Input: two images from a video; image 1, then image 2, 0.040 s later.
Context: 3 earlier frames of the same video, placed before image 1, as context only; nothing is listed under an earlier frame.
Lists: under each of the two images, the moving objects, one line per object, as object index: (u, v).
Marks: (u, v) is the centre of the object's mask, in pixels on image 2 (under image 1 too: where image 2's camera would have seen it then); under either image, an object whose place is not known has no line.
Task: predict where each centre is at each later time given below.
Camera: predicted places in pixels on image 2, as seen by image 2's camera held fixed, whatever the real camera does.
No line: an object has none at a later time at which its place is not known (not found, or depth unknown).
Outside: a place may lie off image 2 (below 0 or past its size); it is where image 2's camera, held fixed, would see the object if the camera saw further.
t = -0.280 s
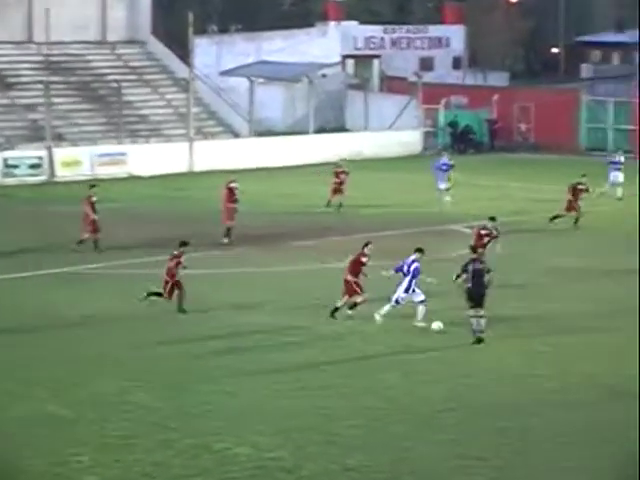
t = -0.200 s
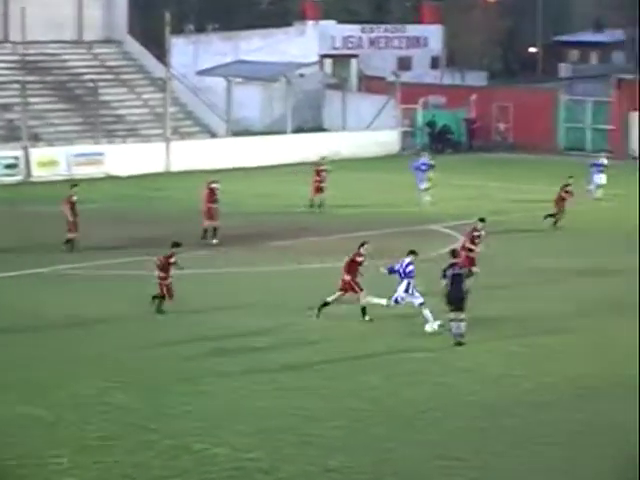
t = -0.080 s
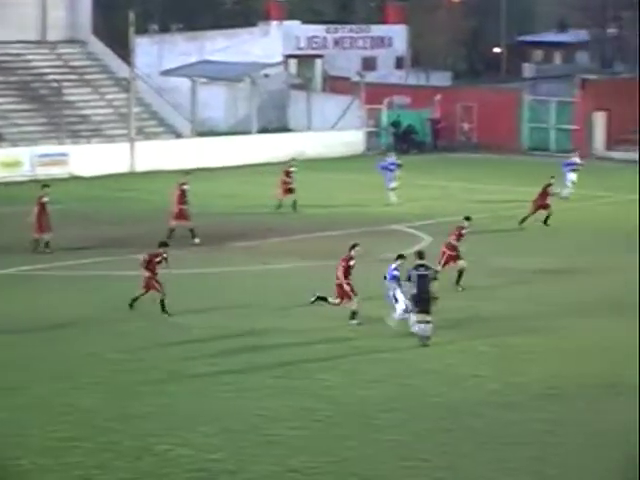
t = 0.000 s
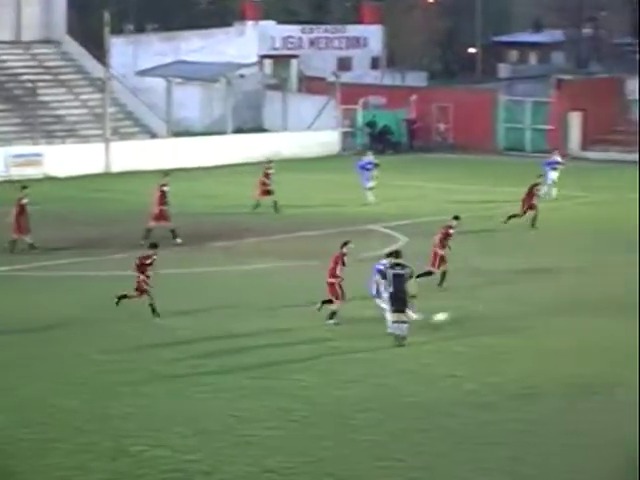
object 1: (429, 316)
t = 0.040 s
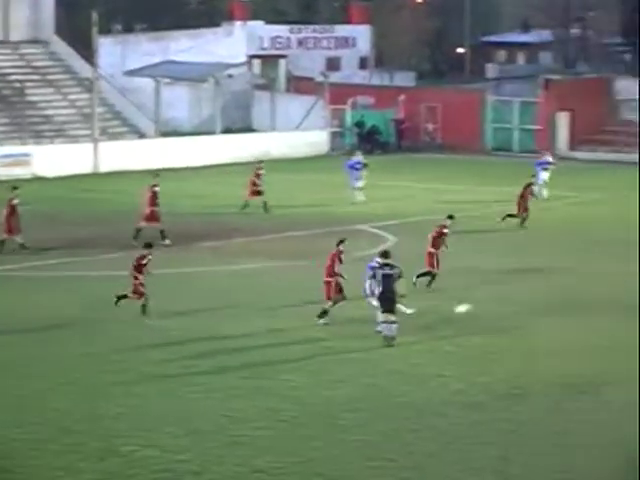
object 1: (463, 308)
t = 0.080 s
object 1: (492, 301)
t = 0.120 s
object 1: (519, 296)
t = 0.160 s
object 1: (547, 290)
